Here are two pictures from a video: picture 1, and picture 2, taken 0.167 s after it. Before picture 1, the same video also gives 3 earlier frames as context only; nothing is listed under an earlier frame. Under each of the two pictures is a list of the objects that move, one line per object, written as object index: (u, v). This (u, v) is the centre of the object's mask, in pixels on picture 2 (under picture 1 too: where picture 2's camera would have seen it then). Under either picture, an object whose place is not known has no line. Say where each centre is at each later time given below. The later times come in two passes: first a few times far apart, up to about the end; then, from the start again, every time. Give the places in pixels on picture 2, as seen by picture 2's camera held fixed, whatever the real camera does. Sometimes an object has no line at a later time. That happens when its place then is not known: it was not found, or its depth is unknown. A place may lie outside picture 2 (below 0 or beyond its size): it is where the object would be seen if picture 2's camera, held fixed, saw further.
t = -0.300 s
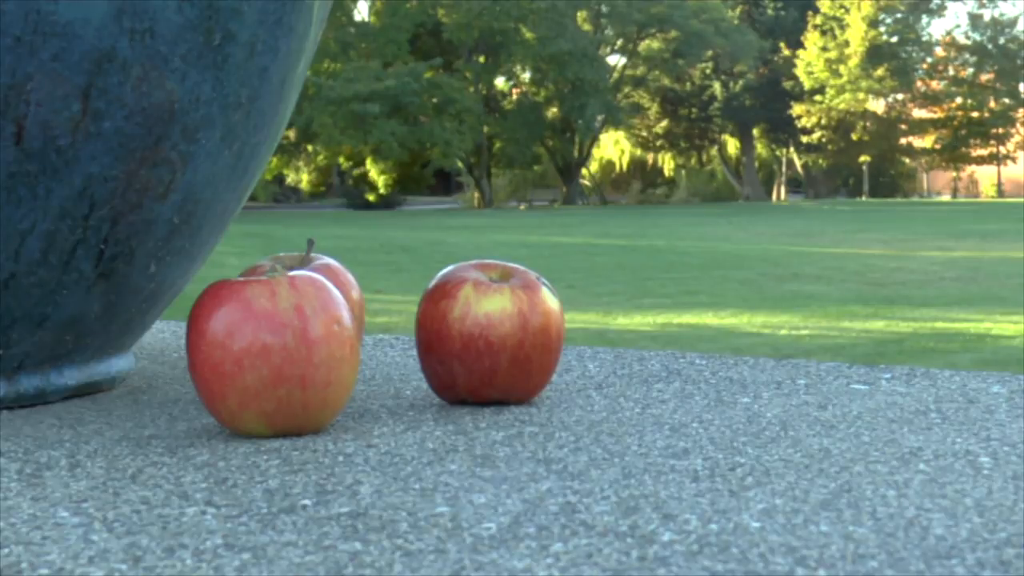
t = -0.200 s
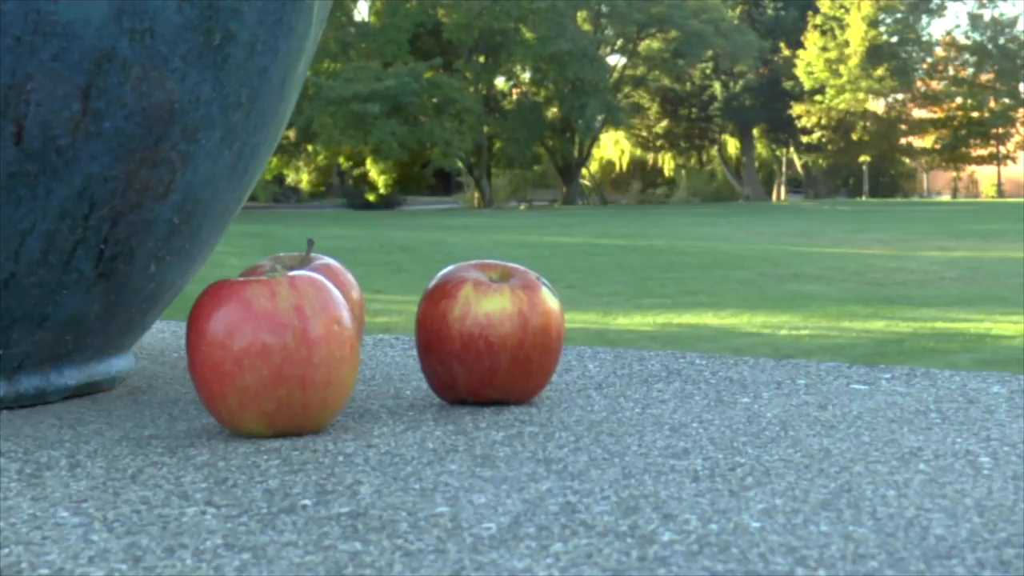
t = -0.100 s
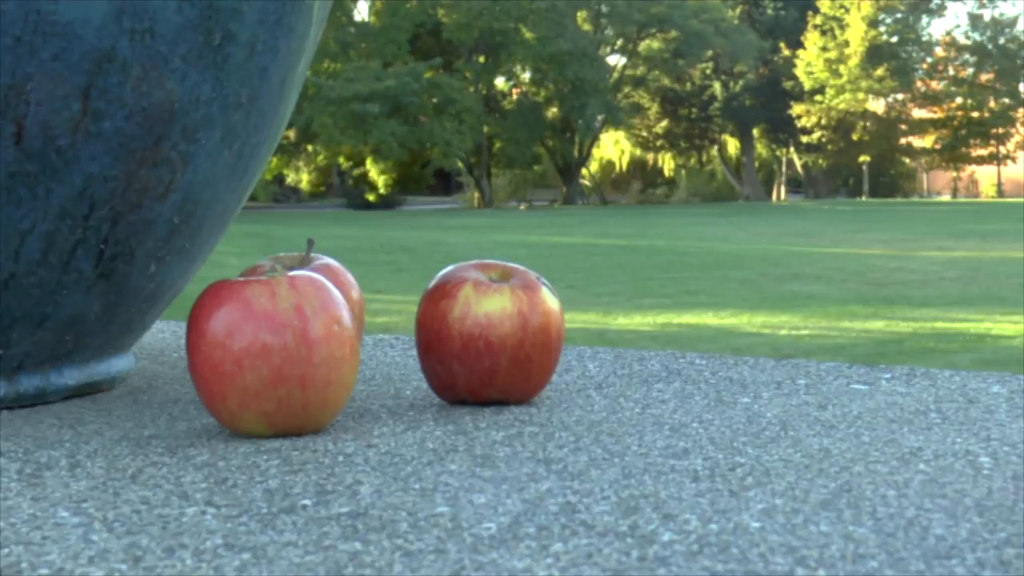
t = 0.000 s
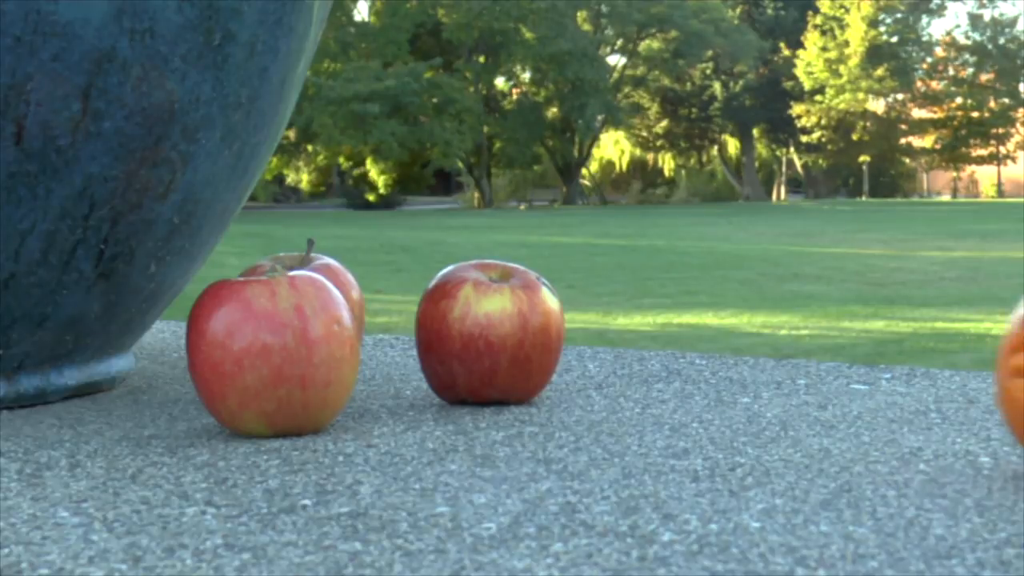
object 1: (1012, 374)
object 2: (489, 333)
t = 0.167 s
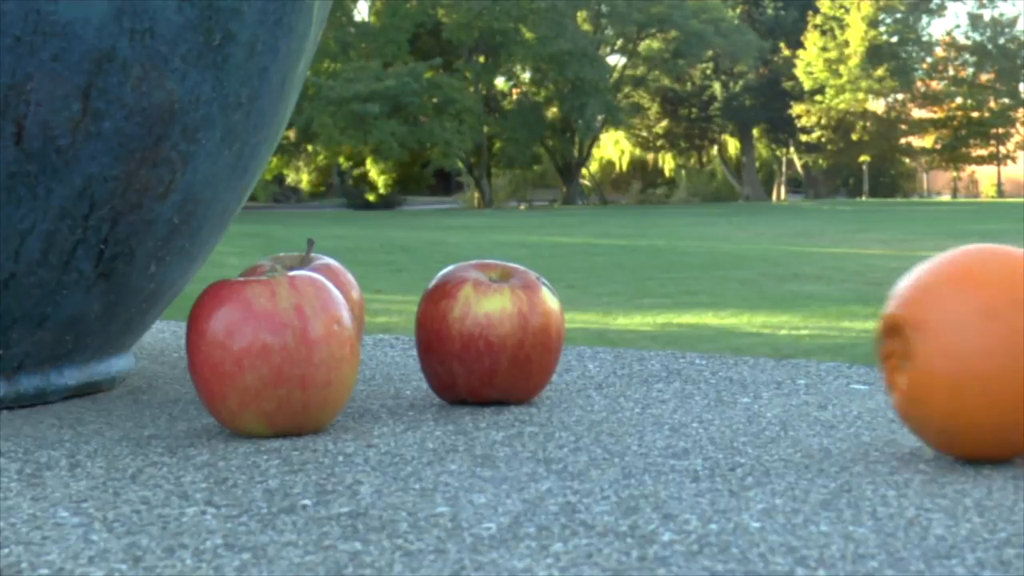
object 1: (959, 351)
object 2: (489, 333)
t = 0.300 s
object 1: (893, 342)
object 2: (489, 333)
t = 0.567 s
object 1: (735, 329)
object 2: (489, 333)
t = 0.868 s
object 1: (611, 322)
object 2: (471, 333)
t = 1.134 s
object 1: (618, 325)
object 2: (473, 333)
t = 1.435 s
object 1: (646, 330)
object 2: (481, 332)
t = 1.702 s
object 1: (635, 329)
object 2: (478, 332)
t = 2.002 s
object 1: (638, 330)
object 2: (479, 332)
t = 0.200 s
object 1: (947, 350)
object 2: (489, 333)
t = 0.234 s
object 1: (933, 347)
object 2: (489, 333)
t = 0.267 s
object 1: (916, 345)
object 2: (489, 333)
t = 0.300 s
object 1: (893, 342)
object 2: (489, 333)
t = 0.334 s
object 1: (870, 340)
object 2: (489, 333)
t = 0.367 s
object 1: (849, 338)
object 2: (489, 333)
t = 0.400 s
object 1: (830, 334)
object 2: (489, 333)
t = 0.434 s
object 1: (811, 332)
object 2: (489, 333)
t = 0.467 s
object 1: (792, 332)
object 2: (489, 333)
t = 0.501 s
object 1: (773, 331)
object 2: (489, 333)
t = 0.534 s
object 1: (754, 330)
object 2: (489, 333)
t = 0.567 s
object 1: (735, 329)
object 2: (489, 333)
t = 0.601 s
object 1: (717, 328)
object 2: (489, 333)
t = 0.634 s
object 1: (700, 327)
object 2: (489, 333)
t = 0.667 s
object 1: (684, 327)
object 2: (489, 333)
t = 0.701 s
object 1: (668, 325)
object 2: (489, 333)
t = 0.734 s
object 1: (652, 324)
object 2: (487, 333)
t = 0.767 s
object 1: (636, 323)
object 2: (483, 333)
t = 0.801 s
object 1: (621, 322)
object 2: (478, 334)
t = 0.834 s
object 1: (614, 321)
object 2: (473, 333)
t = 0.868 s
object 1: (611, 322)
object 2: (471, 333)
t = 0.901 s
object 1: (609, 323)
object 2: (470, 333)
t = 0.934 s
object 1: (607, 323)
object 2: (469, 333)
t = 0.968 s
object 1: (606, 323)
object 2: (469, 333)
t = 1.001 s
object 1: (606, 324)
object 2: (469, 333)
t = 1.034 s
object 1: (607, 324)
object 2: (470, 333)
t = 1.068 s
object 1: (610, 324)
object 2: (471, 333)
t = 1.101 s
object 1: (614, 325)
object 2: (472, 333)
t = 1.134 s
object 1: (618, 325)
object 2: (473, 333)
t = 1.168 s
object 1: (622, 326)
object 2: (475, 333)
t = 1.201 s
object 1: (626, 326)
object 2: (476, 333)
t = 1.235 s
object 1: (630, 327)
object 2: (477, 332)
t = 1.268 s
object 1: (634, 327)
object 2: (478, 332)
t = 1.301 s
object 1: (637, 328)
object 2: (479, 332)
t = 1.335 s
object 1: (640, 329)
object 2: (480, 332)
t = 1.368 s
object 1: (644, 329)
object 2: (480, 332)
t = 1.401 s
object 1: (645, 330)
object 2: (481, 332)
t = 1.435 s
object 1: (646, 330)
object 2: (481, 332)
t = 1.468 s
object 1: (645, 330)
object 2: (481, 332)
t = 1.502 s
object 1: (644, 330)
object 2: (480, 332)
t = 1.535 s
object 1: (641, 330)
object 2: (480, 332)
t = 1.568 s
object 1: (639, 330)
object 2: (479, 332)
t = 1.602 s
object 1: (637, 330)
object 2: (479, 332)
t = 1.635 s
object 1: (635, 330)
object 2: (478, 332)
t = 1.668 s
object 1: (635, 329)
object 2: (478, 332)
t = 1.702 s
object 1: (635, 329)
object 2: (478, 332)
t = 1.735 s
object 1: (635, 329)
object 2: (478, 332)
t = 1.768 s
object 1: (636, 329)
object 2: (479, 332)
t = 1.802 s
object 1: (637, 330)
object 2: (479, 332)
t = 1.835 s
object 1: (638, 330)
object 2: (479, 332)
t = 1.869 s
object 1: (638, 330)
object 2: (479, 332)
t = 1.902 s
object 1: (638, 330)
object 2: (479, 332)
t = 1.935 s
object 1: (638, 330)
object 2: (479, 332)
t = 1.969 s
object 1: (638, 330)
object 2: (479, 332)
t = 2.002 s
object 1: (638, 330)
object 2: (479, 332)
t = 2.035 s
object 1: (637, 330)
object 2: (479, 332)
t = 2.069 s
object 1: (637, 330)
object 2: (479, 332)
